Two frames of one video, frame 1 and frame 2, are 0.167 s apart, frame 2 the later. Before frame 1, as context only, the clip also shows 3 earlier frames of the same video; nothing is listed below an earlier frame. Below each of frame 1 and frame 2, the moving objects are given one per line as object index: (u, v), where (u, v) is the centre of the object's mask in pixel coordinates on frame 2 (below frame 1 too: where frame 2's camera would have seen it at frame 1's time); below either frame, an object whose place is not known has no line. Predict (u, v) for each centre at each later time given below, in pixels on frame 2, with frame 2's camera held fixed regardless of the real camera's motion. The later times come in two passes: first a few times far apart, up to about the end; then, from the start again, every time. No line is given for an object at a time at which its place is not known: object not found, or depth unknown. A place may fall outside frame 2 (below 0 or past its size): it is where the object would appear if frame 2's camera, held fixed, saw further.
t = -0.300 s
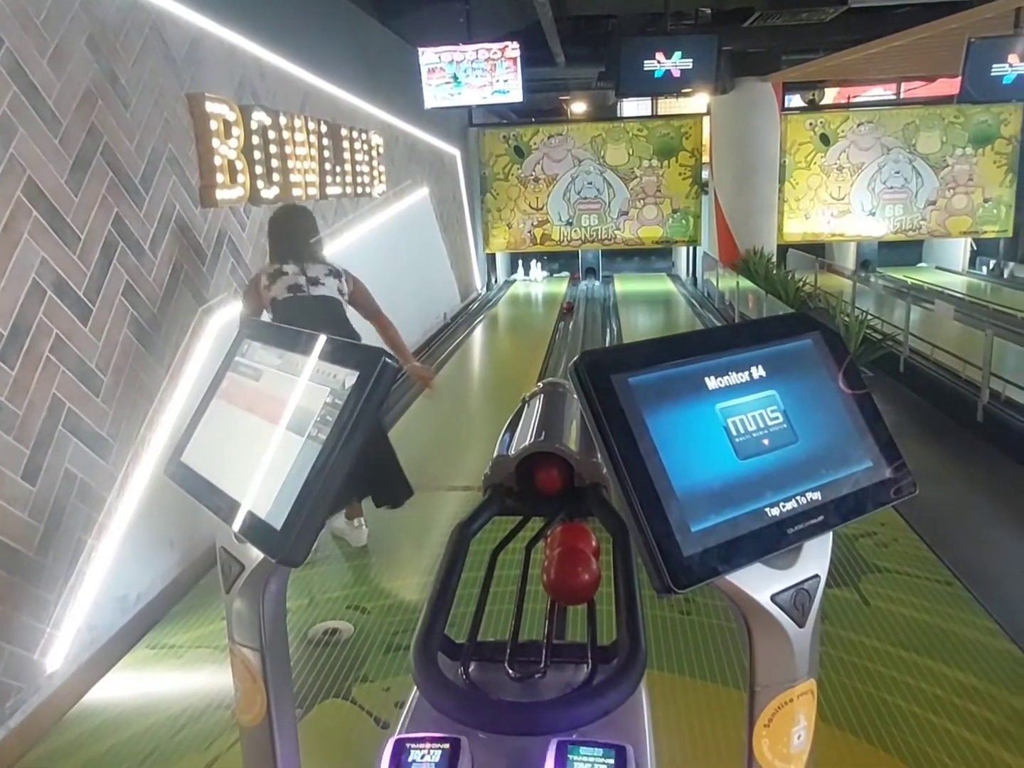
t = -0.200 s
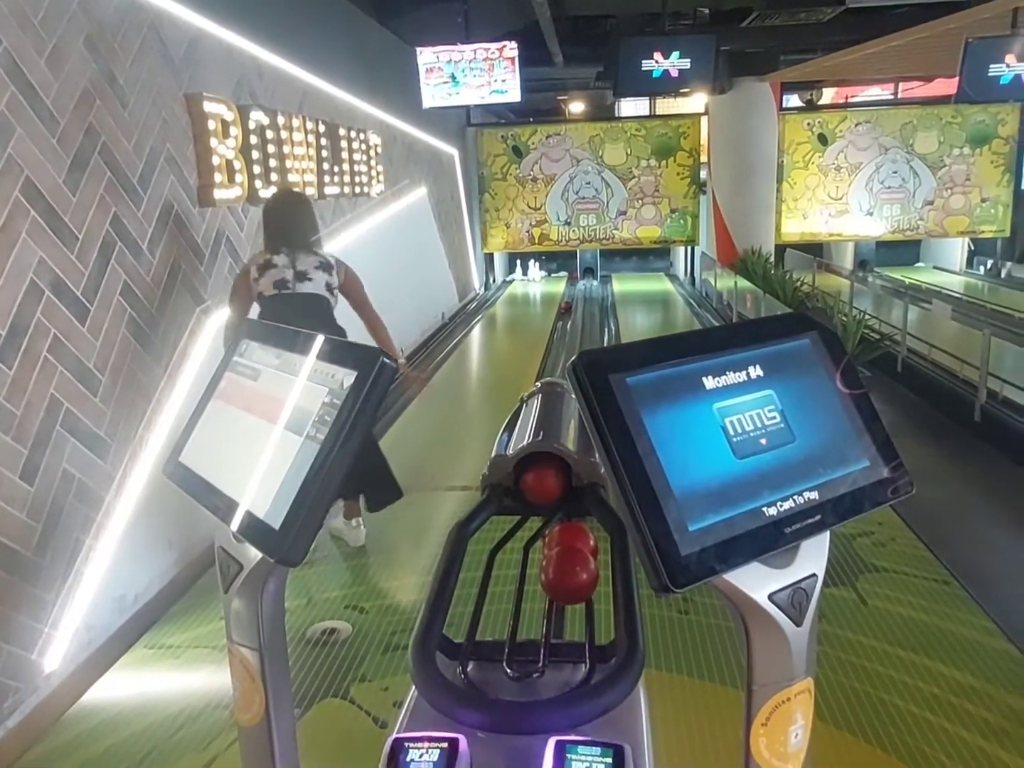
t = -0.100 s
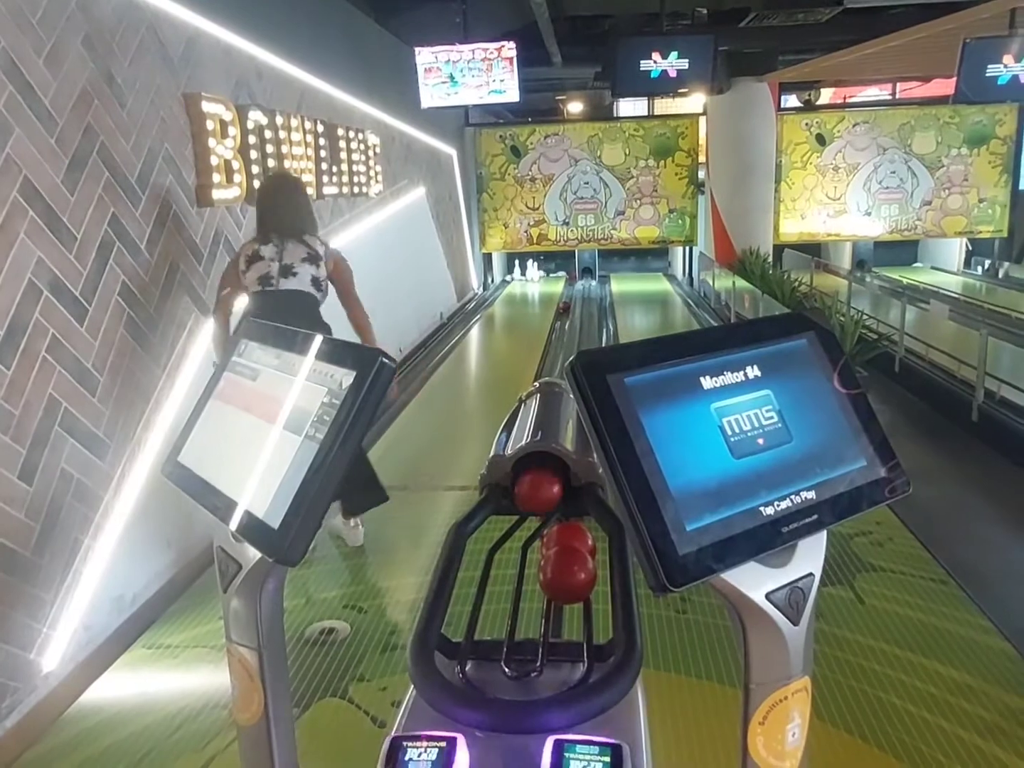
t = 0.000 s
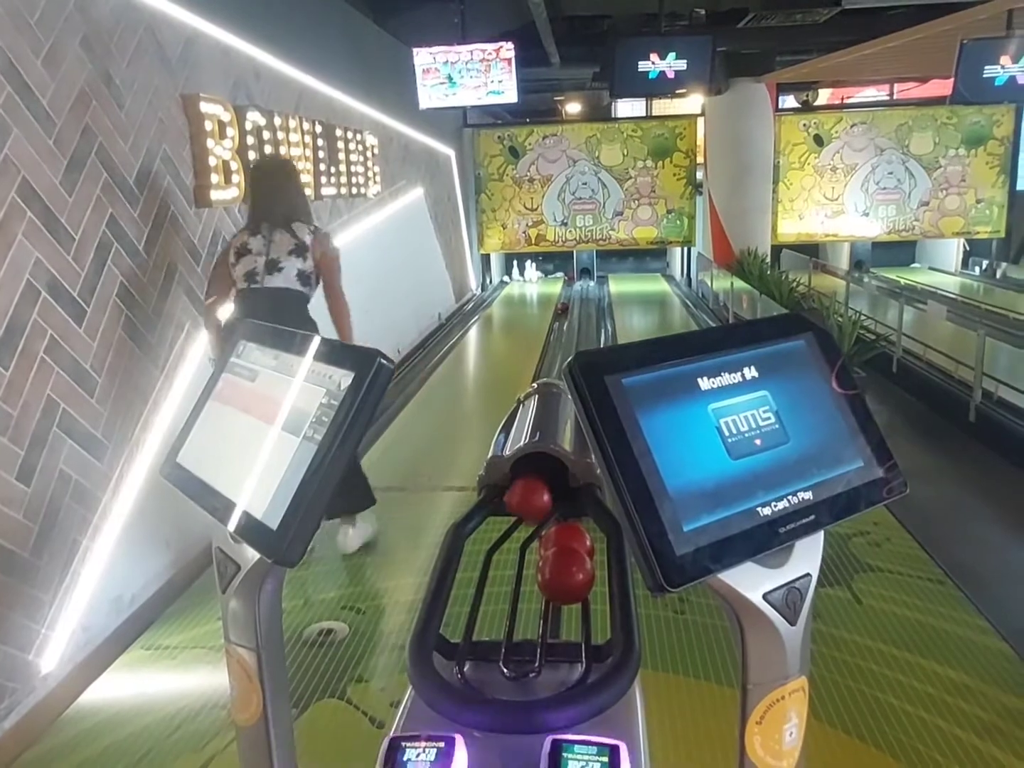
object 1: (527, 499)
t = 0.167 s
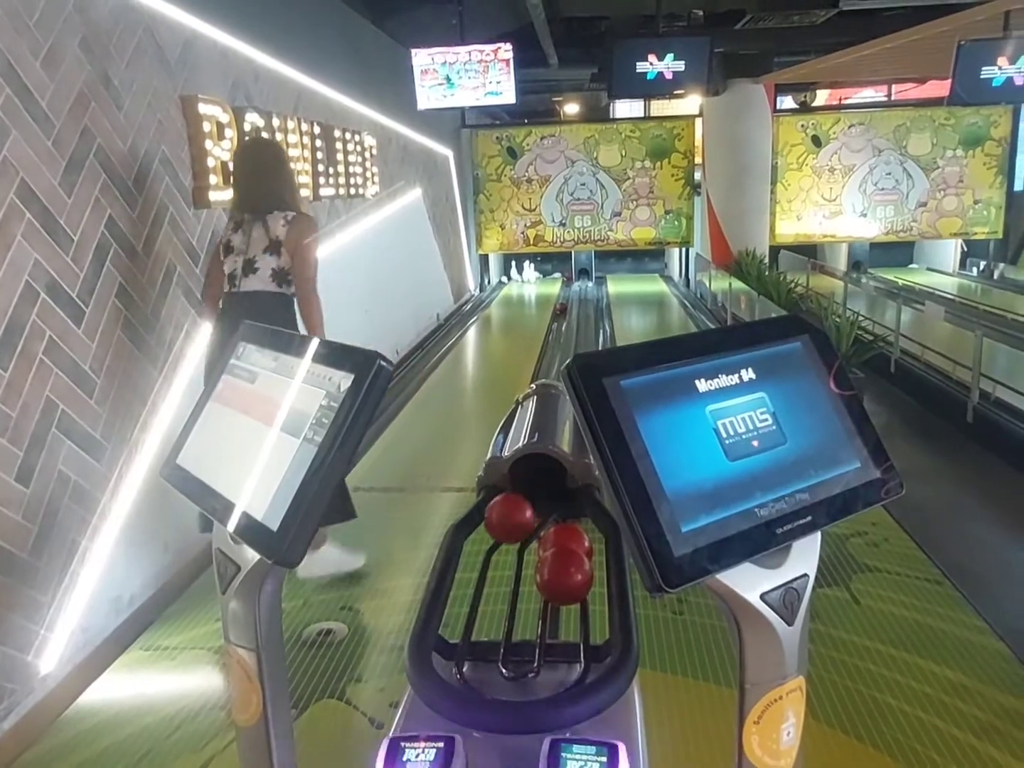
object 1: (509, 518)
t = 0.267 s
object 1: (501, 529)
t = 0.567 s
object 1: (493, 570)
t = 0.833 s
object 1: (485, 609)
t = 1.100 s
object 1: (490, 654)
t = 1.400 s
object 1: (559, 642)
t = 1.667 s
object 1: (562, 608)
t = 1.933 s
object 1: (562, 610)
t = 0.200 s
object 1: (506, 522)
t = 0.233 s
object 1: (503, 526)
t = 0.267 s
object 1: (501, 529)
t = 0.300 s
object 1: (500, 532)
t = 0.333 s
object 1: (500, 534)
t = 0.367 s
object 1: (499, 542)
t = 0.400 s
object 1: (498, 546)
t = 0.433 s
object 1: (496, 551)
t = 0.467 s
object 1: (495, 556)
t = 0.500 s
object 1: (494, 561)
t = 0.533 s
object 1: (494, 566)
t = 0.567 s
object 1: (493, 570)
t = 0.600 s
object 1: (492, 575)
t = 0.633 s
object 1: (491, 578)
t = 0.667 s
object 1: (490, 584)
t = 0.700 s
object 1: (489, 589)
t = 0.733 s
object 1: (488, 594)
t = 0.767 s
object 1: (487, 599)
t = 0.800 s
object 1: (486, 605)
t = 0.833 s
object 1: (485, 609)
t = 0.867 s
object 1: (484, 613)
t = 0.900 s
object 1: (484, 619)
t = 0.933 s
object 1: (482, 625)
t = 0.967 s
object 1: (481, 631)
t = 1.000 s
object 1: (479, 638)
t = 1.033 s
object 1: (480, 642)
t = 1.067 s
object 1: (483, 647)
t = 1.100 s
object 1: (490, 654)
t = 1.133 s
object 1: (497, 657)
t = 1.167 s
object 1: (509, 658)
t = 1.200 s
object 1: (520, 659)
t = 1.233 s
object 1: (531, 658)
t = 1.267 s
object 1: (539, 656)
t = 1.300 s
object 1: (546, 654)
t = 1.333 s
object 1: (553, 649)
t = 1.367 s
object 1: (558, 645)
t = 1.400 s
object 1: (559, 642)
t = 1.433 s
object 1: (560, 638)
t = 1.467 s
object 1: (561, 635)
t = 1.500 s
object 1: (562, 632)
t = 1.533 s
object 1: (562, 626)
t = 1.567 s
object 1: (561, 619)
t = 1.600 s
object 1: (562, 617)
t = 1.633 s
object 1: (561, 614)
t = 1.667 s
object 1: (562, 608)
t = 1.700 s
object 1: (561, 607)
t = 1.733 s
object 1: (561, 607)
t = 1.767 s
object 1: (561, 608)
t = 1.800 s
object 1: (561, 609)
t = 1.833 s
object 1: (562, 609)
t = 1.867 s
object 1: (561, 609)
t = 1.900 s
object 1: (561, 609)
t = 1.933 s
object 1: (562, 610)
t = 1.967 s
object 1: (561, 610)
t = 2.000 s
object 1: (561, 610)
